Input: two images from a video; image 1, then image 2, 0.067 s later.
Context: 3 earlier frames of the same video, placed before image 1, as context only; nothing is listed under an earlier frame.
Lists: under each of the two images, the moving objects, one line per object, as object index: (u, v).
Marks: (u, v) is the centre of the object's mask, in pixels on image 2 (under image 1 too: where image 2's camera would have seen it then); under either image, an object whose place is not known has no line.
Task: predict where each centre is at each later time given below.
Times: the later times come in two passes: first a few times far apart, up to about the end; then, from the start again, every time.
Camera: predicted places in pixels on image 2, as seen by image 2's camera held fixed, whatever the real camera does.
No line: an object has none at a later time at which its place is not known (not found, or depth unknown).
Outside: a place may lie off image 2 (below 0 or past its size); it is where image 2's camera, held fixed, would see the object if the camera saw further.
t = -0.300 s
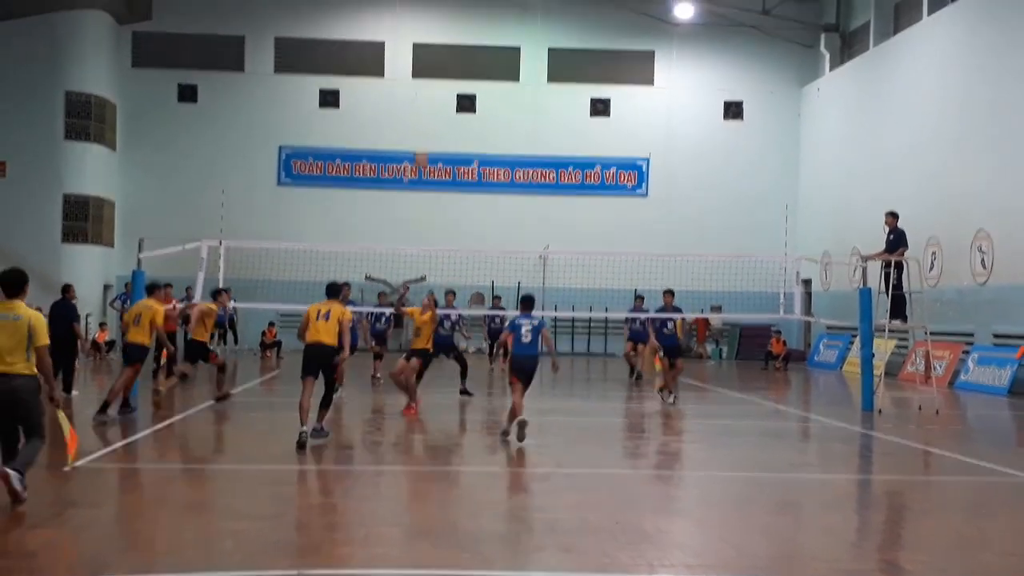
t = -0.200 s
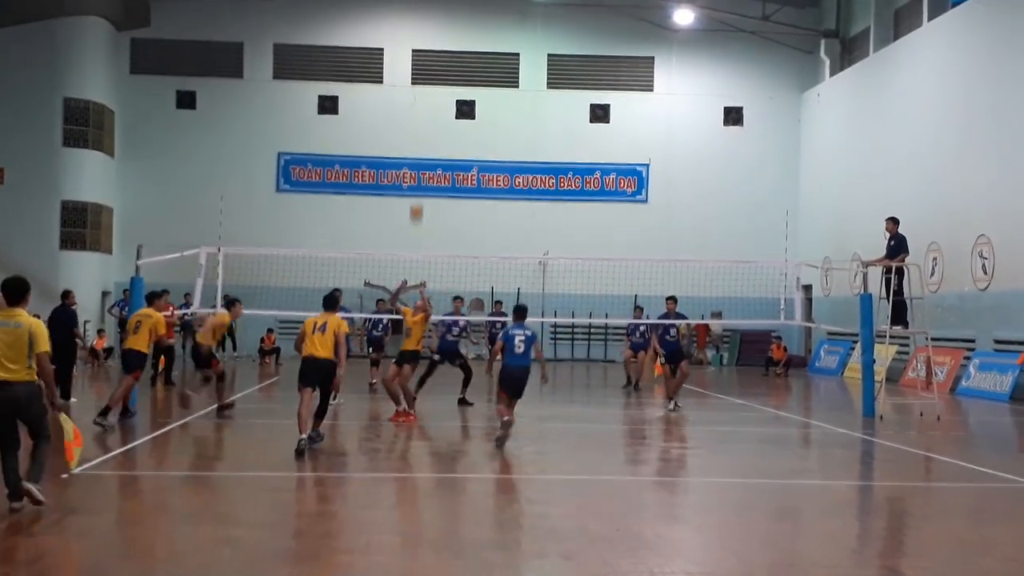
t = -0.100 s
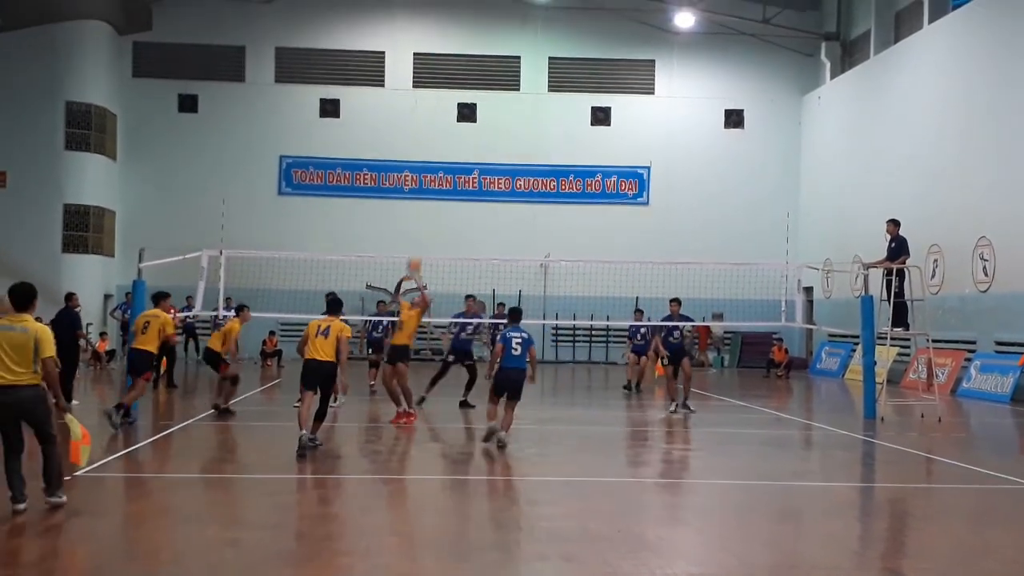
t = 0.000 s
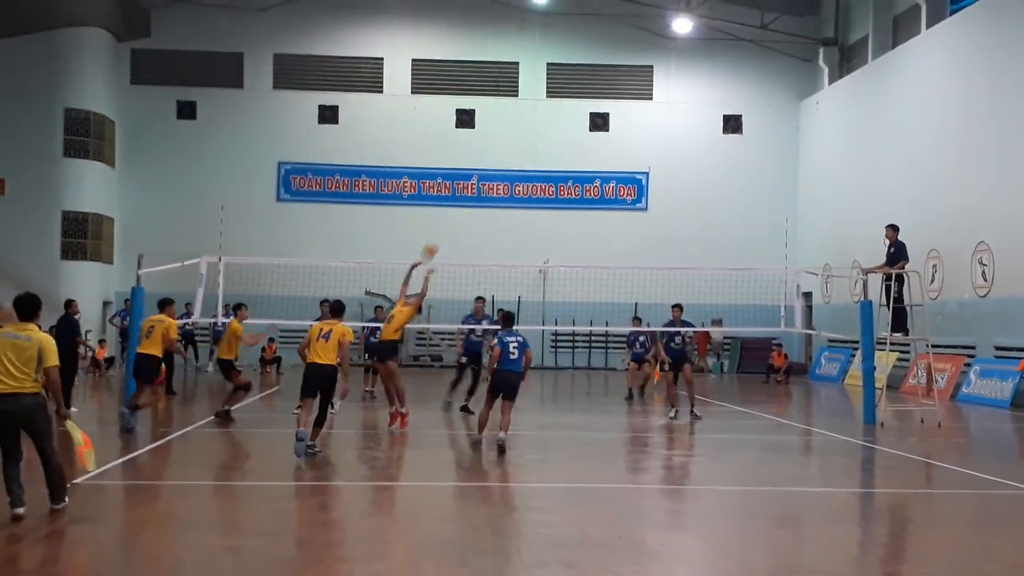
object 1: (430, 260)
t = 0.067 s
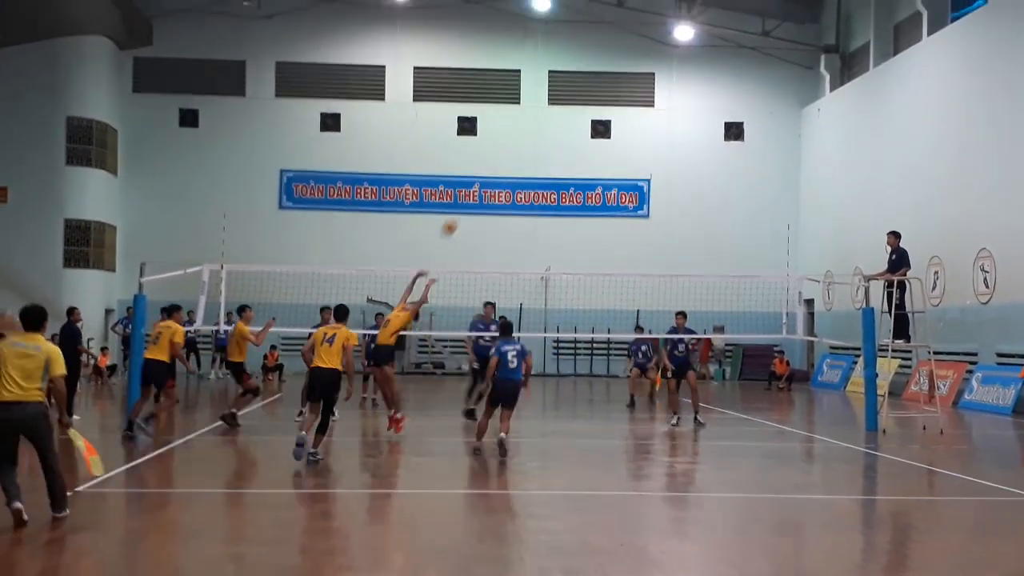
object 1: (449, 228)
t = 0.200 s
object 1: (485, 174)
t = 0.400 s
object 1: (533, 122)
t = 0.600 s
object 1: (580, 97)
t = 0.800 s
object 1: (624, 101)
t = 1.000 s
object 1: (666, 131)
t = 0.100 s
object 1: (458, 212)
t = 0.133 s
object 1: (466, 198)
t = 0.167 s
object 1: (476, 185)
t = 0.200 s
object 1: (485, 174)
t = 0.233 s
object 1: (493, 164)
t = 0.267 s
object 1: (502, 154)
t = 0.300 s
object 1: (509, 144)
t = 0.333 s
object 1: (518, 136)
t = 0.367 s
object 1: (525, 129)
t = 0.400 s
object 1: (533, 122)
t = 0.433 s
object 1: (541, 116)
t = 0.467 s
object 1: (549, 111)
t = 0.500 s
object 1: (557, 106)
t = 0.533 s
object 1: (565, 102)
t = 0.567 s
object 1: (572, 99)
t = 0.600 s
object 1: (580, 97)
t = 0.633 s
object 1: (587, 97)
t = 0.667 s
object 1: (595, 96)
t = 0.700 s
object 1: (601, 96)
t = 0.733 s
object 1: (610, 98)
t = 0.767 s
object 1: (617, 99)
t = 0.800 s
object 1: (624, 101)
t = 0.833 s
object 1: (632, 104)
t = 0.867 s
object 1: (638, 108)
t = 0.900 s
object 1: (645, 113)
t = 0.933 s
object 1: (653, 118)
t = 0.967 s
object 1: (659, 123)
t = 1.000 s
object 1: (666, 131)
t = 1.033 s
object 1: (673, 138)
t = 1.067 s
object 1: (680, 146)
